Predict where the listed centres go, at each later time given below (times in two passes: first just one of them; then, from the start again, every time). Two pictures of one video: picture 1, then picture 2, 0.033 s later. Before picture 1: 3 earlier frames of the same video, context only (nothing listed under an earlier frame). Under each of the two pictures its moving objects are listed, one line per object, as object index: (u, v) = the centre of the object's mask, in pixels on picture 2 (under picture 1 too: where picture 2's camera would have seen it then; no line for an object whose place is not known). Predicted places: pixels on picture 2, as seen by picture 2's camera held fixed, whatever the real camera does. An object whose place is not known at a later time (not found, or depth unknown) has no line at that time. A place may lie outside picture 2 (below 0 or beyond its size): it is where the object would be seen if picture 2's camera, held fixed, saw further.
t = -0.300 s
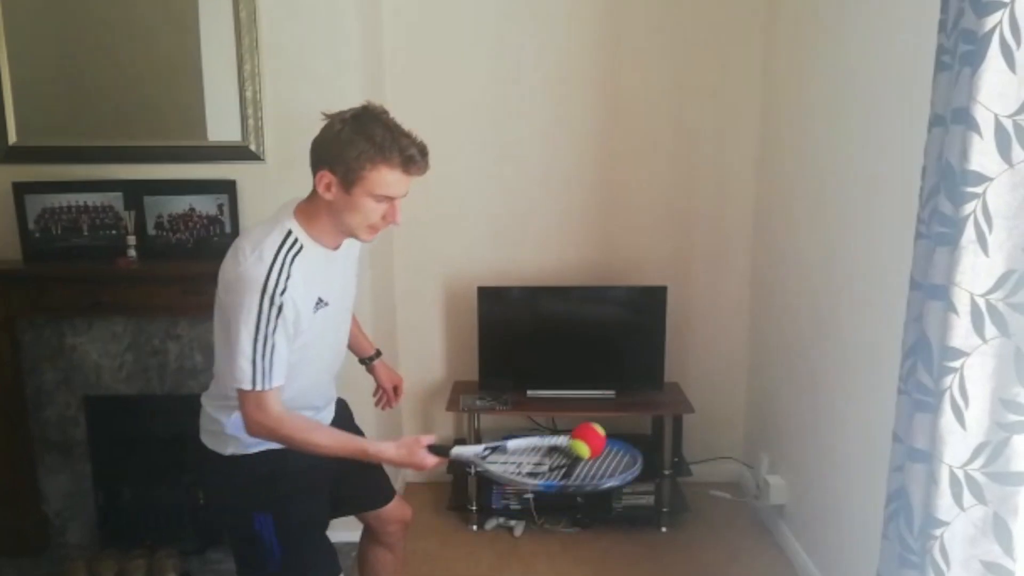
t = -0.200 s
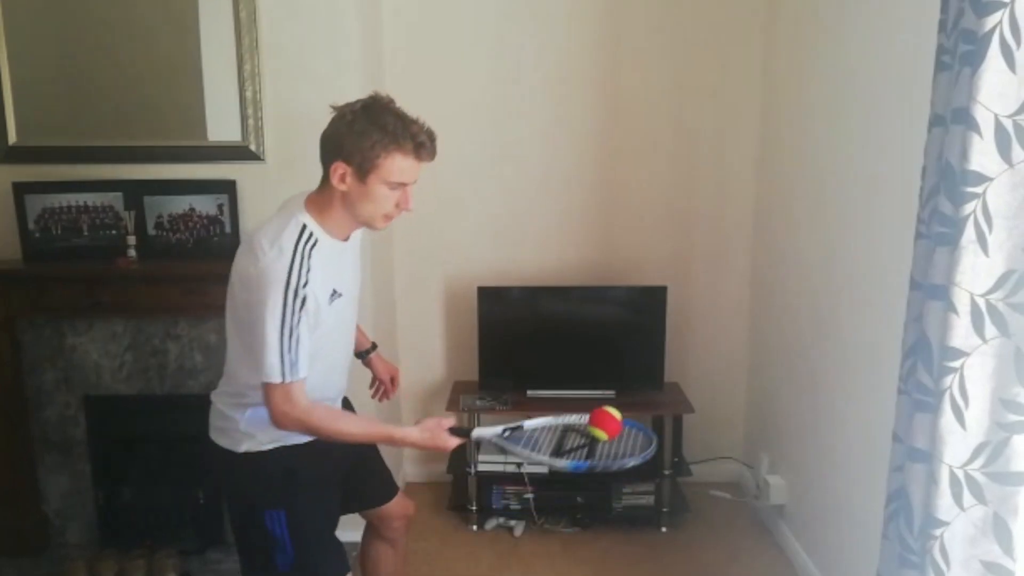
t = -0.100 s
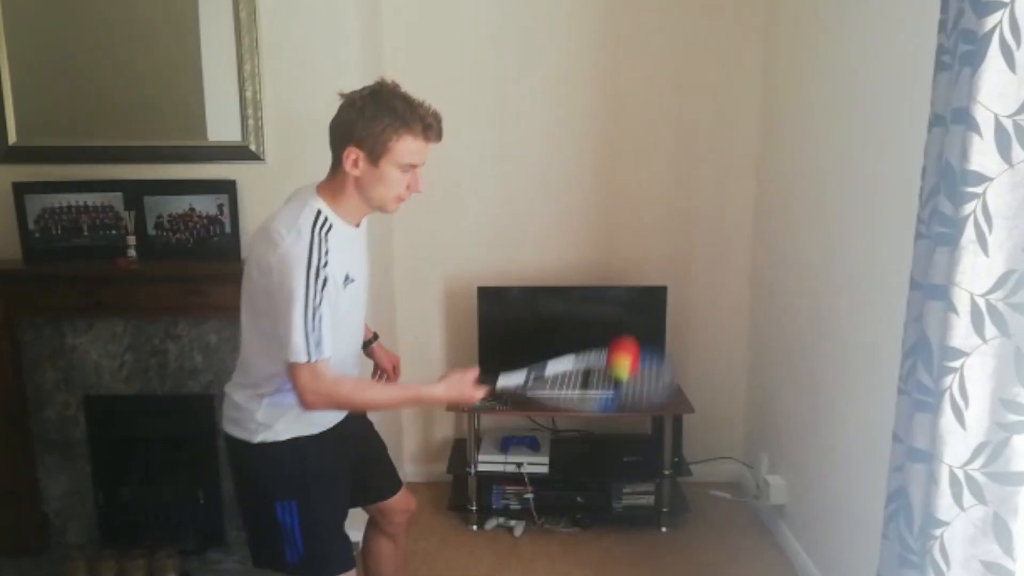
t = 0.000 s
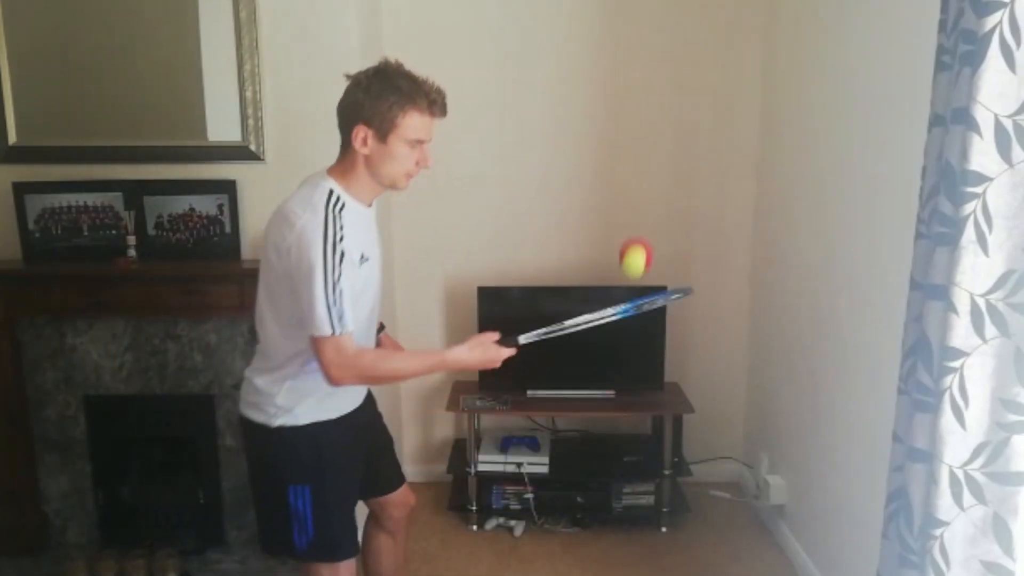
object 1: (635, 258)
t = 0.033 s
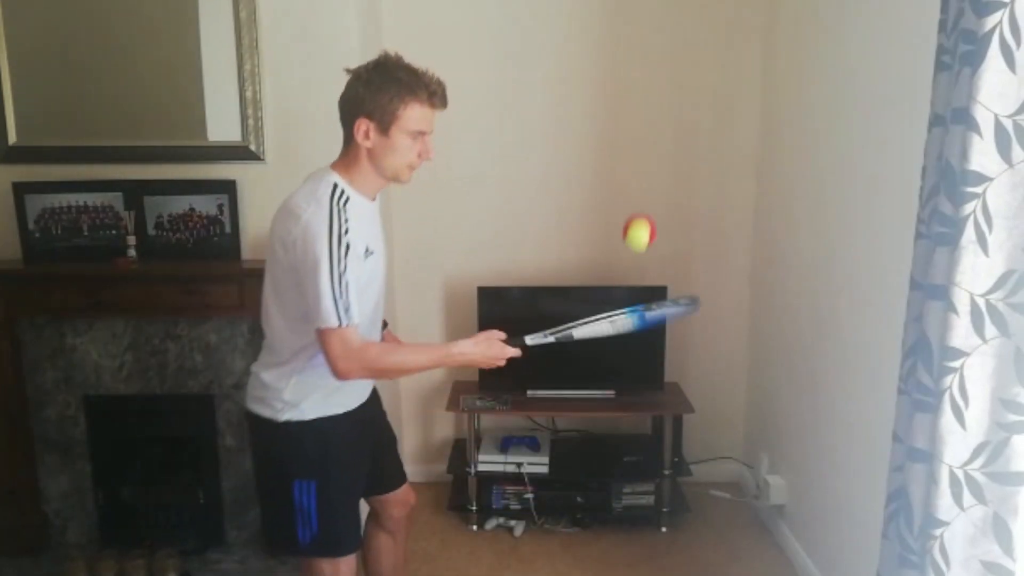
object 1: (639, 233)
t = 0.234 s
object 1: (659, 181)
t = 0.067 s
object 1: (643, 212)
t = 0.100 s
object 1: (647, 197)
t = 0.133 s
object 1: (650, 185)
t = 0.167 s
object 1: (653, 179)
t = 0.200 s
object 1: (656, 178)
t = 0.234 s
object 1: (659, 181)
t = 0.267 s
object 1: (662, 190)
